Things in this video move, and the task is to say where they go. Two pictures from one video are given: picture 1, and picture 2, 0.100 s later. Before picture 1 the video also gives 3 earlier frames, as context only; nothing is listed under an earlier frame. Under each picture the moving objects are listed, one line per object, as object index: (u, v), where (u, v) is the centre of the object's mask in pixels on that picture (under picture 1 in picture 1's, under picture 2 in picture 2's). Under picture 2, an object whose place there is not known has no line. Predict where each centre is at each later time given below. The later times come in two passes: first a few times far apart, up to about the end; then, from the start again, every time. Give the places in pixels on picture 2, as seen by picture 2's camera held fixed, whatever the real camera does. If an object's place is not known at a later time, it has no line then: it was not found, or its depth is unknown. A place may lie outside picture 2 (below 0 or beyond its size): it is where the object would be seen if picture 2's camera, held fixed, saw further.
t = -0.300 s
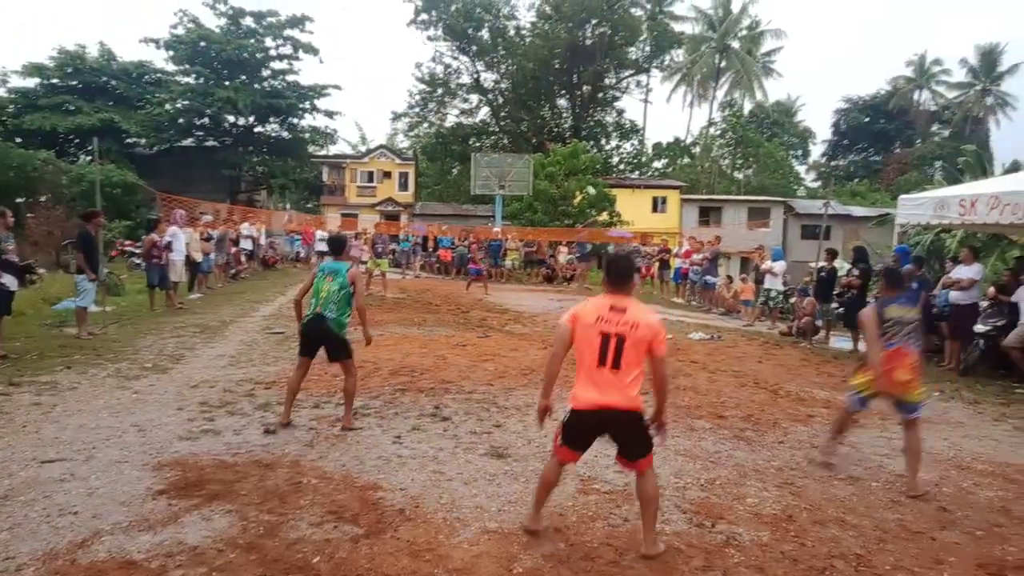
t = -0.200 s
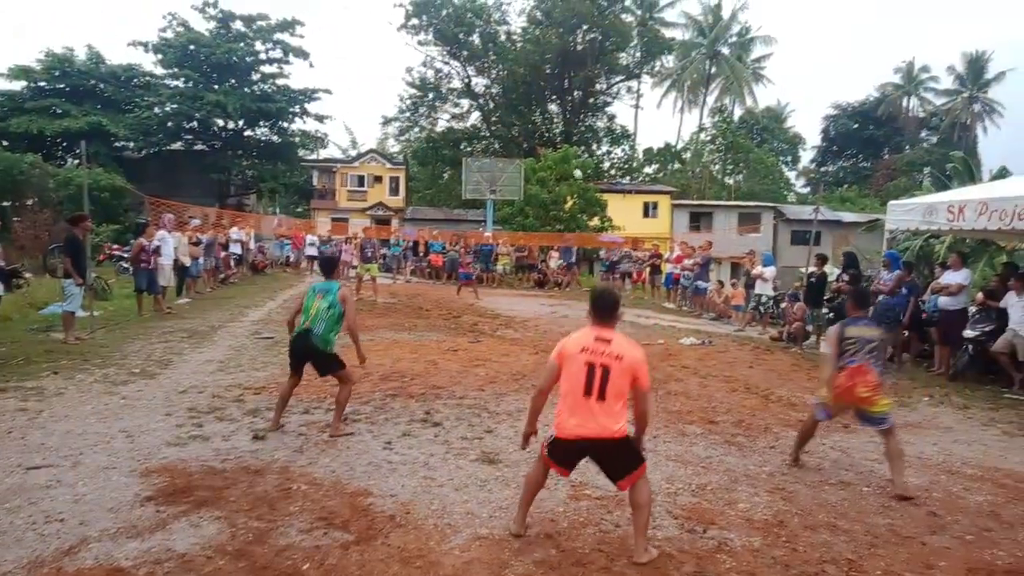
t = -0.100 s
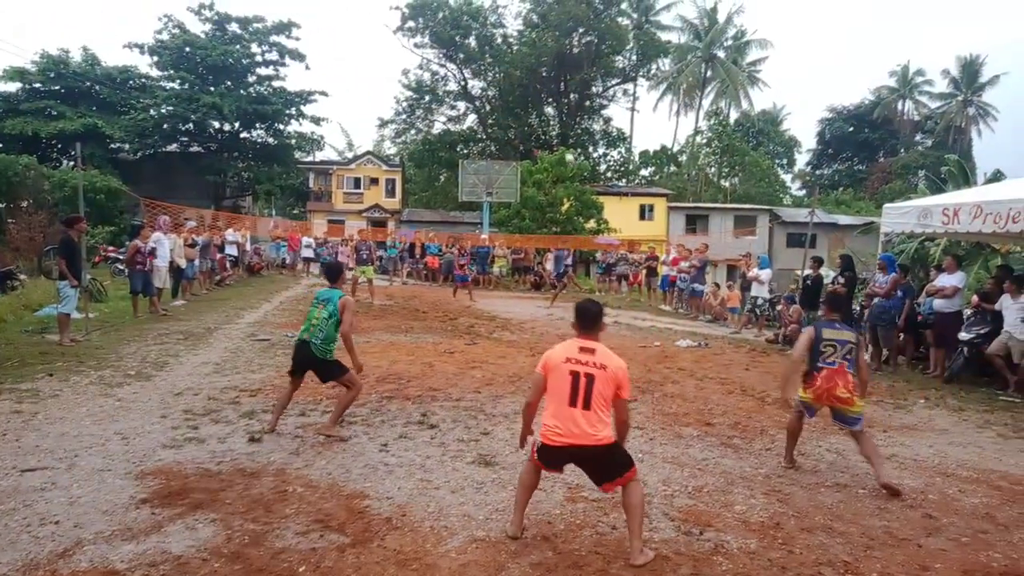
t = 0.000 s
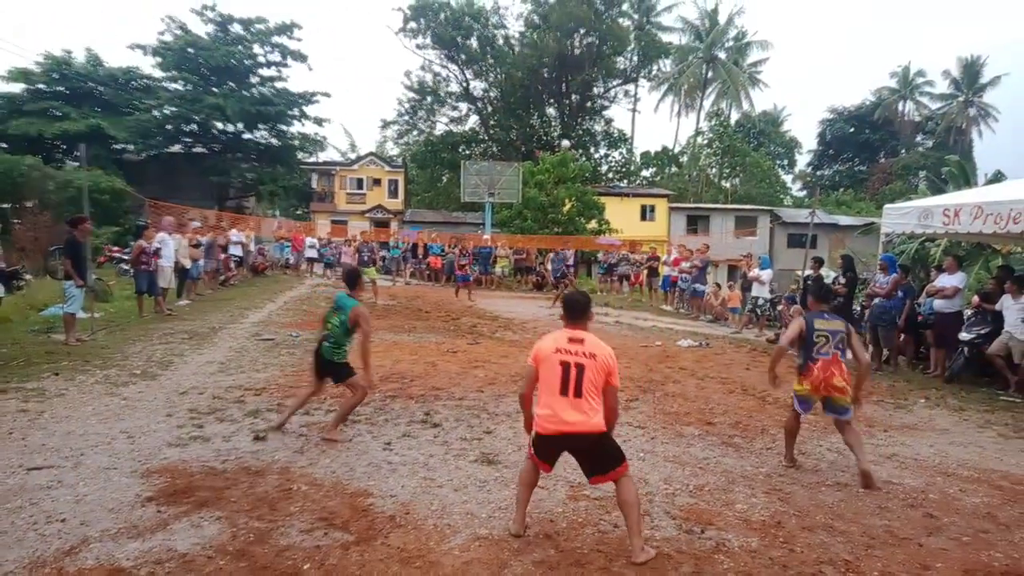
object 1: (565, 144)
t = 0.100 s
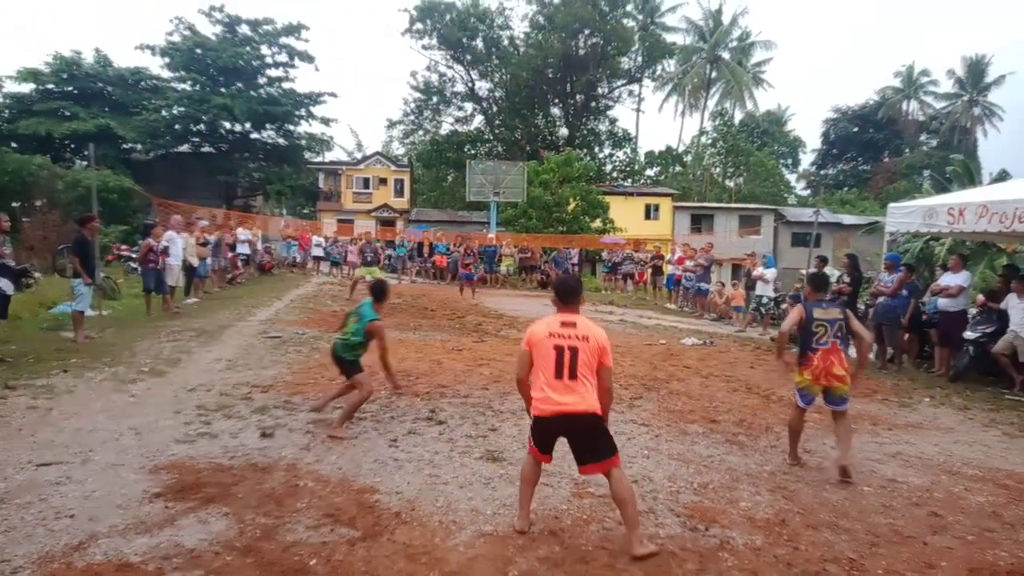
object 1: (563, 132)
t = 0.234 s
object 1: (554, 125)
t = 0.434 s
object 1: (532, 136)
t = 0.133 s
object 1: (561, 129)
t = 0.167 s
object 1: (559, 128)
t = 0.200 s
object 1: (556, 126)
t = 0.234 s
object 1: (554, 125)
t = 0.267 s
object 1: (550, 125)
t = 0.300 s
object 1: (547, 126)
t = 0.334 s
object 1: (544, 127)
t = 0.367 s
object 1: (540, 129)
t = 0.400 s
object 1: (536, 132)
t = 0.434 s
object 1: (532, 136)
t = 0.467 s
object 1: (529, 140)
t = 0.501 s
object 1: (524, 147)
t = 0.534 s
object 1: (519, 153)
